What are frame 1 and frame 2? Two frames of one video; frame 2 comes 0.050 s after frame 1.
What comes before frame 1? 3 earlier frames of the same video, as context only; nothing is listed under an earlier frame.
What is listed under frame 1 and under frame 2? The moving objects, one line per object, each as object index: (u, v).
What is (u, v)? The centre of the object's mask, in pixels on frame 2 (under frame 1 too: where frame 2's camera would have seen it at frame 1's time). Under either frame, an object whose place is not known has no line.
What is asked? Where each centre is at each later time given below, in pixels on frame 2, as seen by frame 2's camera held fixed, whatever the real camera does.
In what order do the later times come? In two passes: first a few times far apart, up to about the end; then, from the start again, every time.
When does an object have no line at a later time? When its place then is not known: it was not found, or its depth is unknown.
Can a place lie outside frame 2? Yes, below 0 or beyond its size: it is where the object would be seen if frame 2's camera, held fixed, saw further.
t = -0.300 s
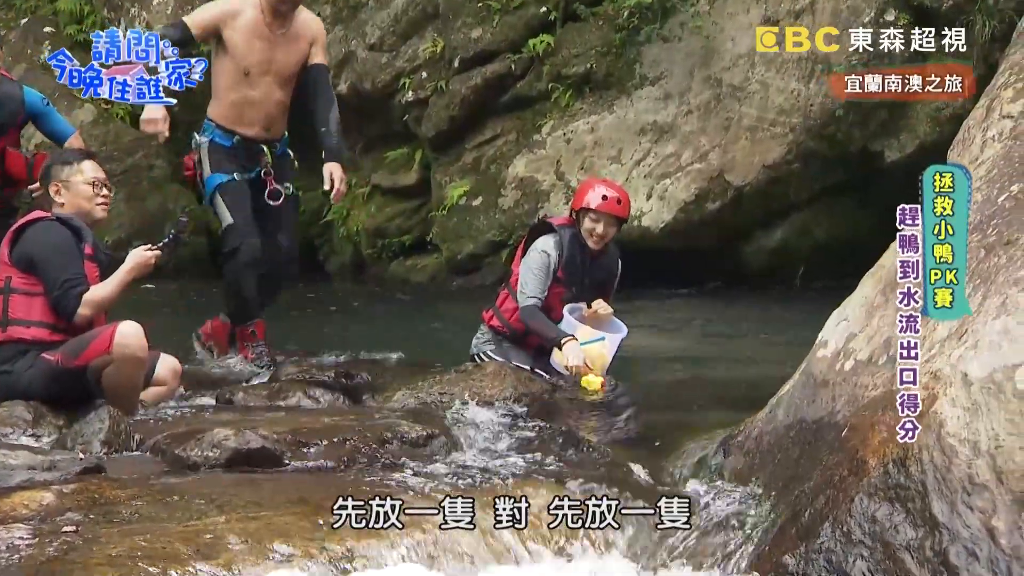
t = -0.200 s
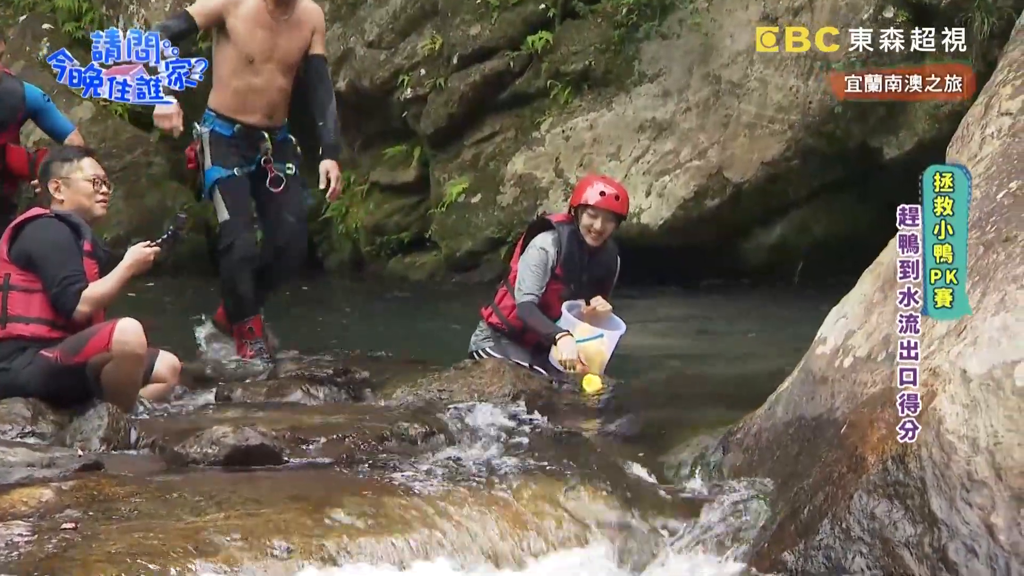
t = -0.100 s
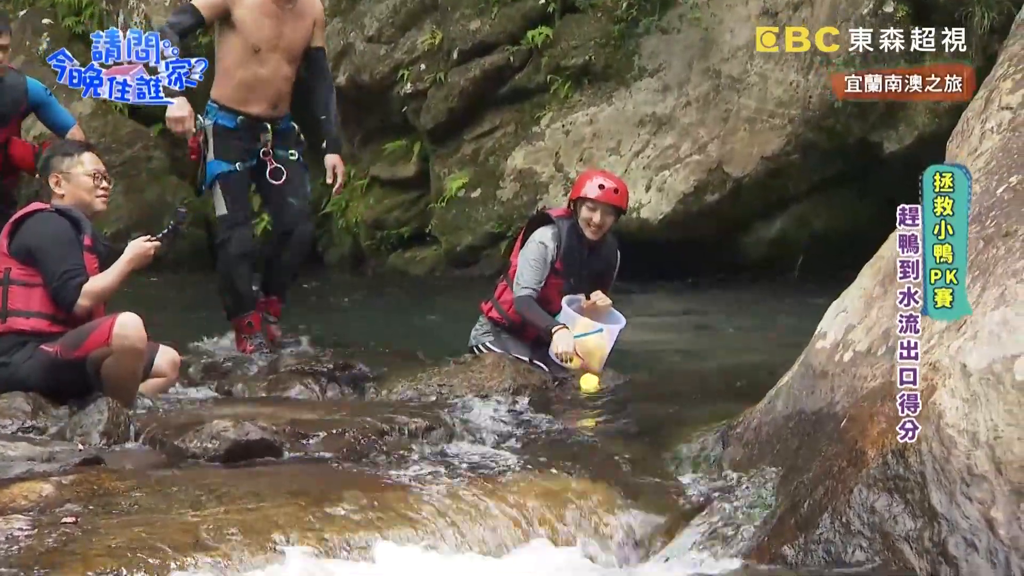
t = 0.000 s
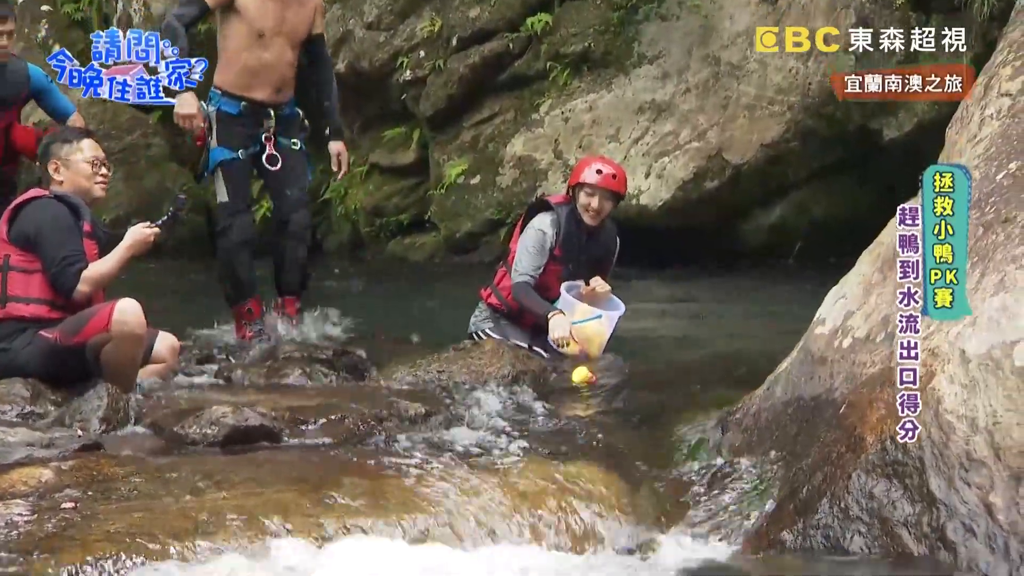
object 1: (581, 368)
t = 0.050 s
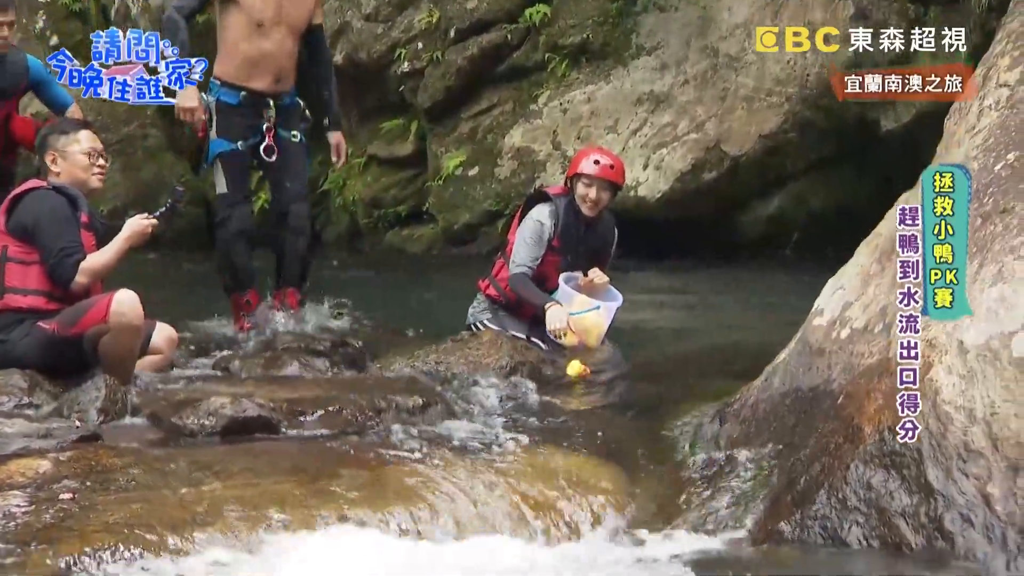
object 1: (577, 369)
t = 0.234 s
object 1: (557, 387)
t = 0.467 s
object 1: (545, 390)
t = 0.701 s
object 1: (554, 410)
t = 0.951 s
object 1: (546, 432)
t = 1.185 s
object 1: (540, 445)
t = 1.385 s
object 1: (557, 502)
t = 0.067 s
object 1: (576, 371)
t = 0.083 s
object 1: (575, 372)
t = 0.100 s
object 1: (573, 373)
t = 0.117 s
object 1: (571, 377)
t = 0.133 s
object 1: (570, 377)
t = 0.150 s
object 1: (567, 378)
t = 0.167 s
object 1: (565, 381)
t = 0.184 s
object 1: (563, 382)
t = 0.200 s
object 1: (561, 384)
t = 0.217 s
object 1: (559, 387)
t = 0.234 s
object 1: (557, 387)
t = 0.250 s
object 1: (555, 387)
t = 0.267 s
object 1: (553, 388)
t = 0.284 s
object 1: (550, 389)
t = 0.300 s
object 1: (548, 389)
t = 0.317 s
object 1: (546, 389)
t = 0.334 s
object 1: (544, 389)
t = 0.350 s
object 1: (542, 389)
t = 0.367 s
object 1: (542, 388)
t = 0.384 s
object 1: (541, 387)
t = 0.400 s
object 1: (541, 388)
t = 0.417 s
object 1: (540, 388)
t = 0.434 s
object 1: (543, 389)
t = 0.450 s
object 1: (543, 390)
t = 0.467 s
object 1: (545, 390)
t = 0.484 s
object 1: (545, 390)
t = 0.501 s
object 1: (547, 391)
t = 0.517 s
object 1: (548, 392)
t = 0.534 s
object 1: (549, 393)
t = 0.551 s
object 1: (550, 394)
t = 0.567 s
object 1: (552, 397)
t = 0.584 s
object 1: (554, 398)
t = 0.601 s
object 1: (553, 400)
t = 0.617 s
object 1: (554, 402)
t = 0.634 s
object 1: (554, 403)
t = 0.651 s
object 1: (554, 404)
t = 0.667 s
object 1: (555, 408)
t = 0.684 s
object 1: (554, 407)
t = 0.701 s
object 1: (554, 410)
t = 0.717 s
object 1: (554, 412)
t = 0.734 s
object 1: (554, 414)
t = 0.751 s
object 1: (553, 416)
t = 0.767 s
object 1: (553, 417)
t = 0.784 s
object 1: (553, 419)
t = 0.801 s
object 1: (553, 421)
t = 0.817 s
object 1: (552, 424)
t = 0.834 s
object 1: (552, 426)
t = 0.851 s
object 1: (552, 427)
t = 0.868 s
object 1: (551, 428)
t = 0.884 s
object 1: (551, 429)
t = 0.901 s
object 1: (549, 430)
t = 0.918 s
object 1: (548, 432)
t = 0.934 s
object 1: (547, 432)
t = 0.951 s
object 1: (546, 432)
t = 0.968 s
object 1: (545, 433)
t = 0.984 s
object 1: (545, 433)
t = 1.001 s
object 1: (544, 434)
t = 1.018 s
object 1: (543, 434)
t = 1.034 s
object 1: (542, 435)
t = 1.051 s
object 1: (542, 435)
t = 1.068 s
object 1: (541, 435)
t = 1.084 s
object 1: (541, 435)
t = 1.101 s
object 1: (540, 436)
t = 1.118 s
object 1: (541, 437)
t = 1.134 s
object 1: (540, 438)
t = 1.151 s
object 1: (540, 441)
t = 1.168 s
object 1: (540, 443)
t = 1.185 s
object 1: (540, 445)
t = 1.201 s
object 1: (540, 448)
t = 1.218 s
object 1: (541, 451)
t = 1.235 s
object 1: (542, 454)
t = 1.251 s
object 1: (542, 459)
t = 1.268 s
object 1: (543, 463)
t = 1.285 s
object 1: (543, 468)
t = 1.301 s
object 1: (545, 471)
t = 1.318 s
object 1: (545, 478)
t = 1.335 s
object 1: (548, 481)
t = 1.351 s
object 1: (549, 489)
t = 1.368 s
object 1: (552, 495)
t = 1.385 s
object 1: (557, 502)
